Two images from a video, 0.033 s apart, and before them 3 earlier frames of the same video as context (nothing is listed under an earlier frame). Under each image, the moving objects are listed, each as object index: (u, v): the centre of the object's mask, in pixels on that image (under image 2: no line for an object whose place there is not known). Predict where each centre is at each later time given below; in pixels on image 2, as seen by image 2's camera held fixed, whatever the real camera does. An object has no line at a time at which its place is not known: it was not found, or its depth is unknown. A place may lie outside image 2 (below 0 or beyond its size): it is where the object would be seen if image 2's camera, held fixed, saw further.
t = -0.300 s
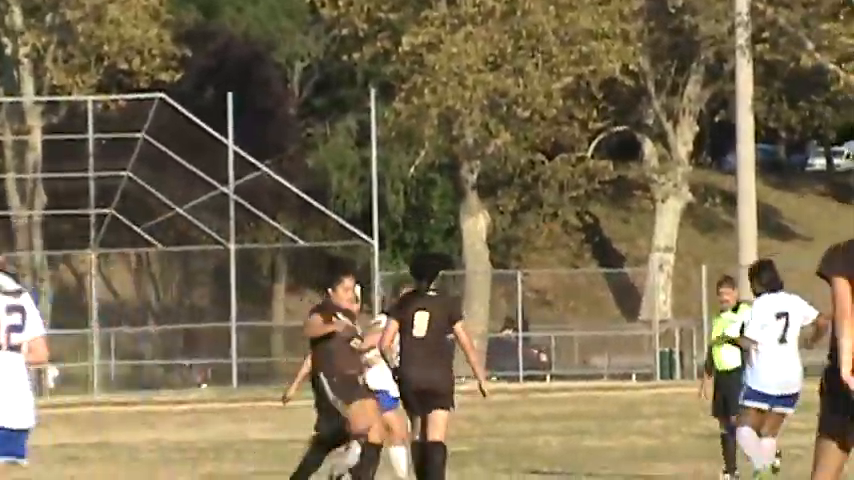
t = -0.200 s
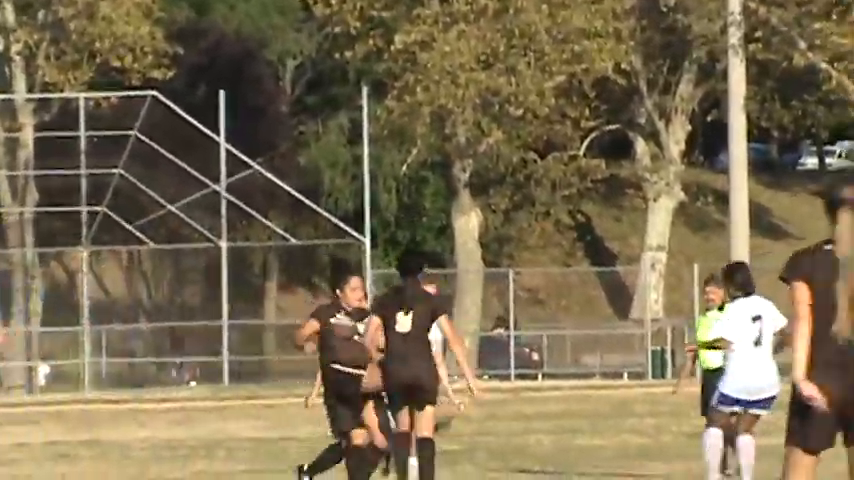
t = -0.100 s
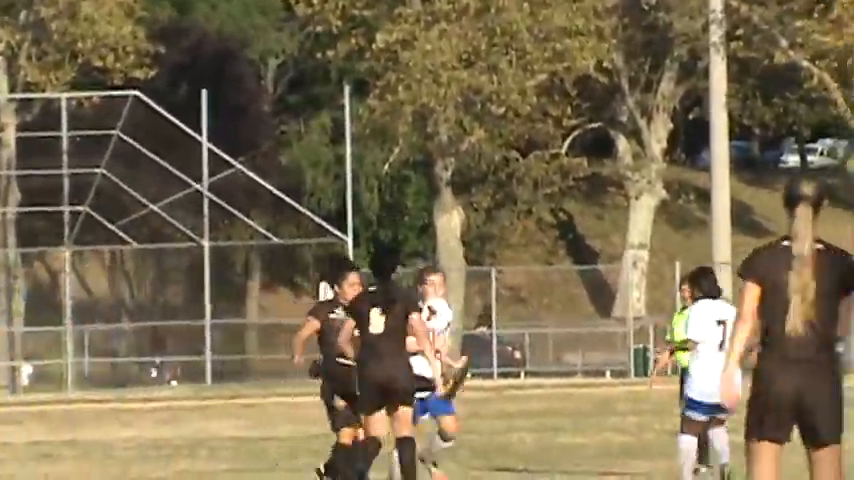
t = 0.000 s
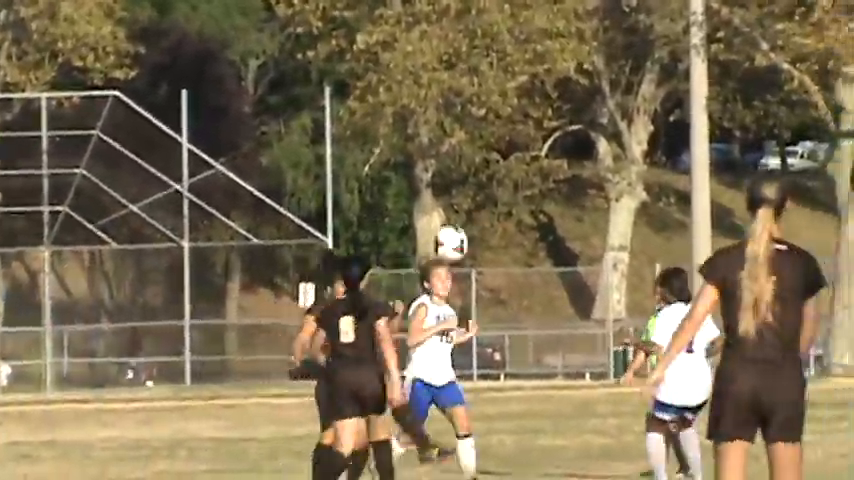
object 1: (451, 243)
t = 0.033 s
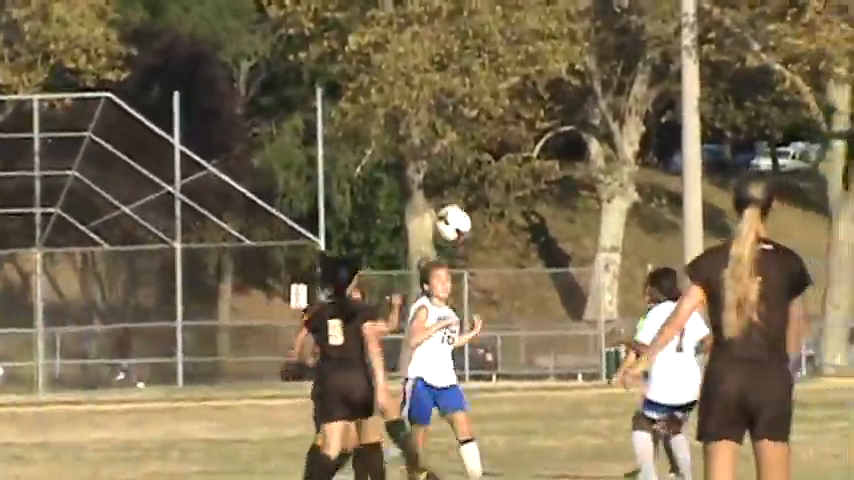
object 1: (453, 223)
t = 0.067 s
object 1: (464, 202)
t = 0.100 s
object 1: (476, 185)
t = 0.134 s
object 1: (486, 170)
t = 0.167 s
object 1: (498, 155)
